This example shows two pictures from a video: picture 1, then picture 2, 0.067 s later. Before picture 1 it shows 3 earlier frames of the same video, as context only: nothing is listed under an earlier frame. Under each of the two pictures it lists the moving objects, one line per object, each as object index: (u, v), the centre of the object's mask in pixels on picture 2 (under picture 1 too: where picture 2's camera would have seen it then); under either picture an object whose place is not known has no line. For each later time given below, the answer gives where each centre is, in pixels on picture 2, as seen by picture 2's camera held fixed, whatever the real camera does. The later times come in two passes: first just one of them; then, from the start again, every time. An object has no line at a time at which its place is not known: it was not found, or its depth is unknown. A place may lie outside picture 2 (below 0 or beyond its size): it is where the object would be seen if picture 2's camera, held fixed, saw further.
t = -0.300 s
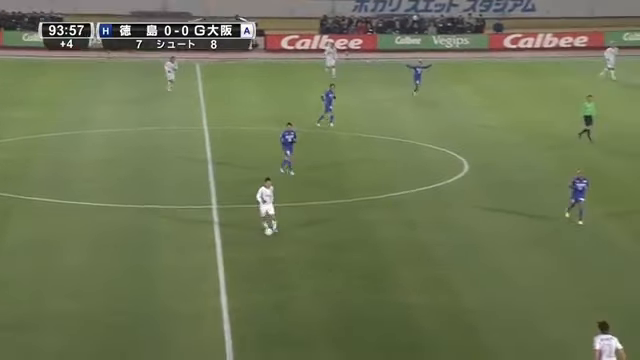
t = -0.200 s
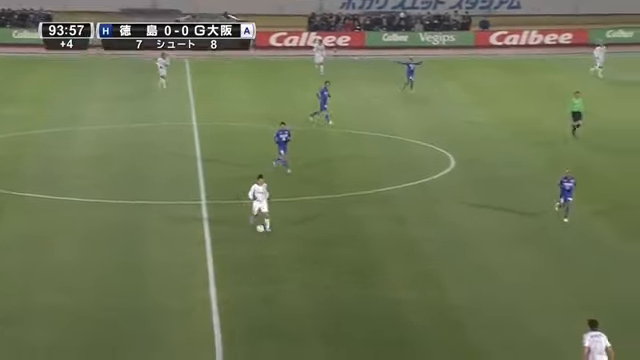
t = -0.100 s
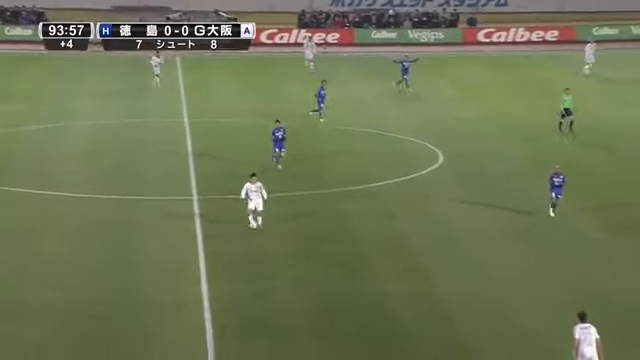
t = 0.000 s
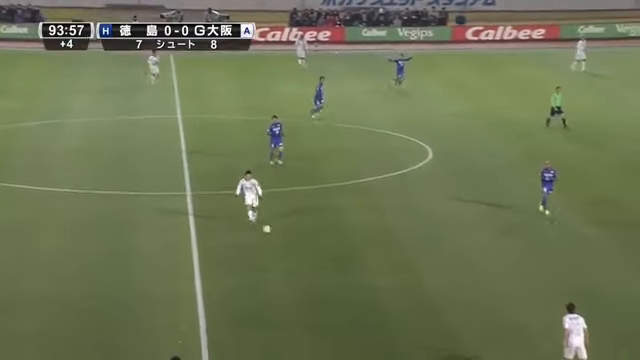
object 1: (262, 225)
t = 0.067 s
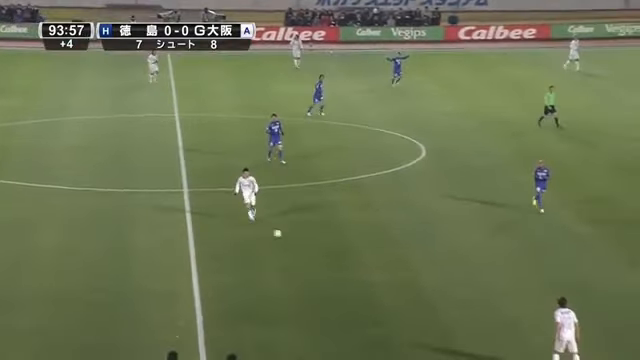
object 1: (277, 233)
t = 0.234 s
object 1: (314, 249)
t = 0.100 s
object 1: (285, 236)
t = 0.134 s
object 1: (292, 239)
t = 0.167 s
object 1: (299, 241)
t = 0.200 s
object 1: (306, 245)
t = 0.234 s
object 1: (314, 249)
